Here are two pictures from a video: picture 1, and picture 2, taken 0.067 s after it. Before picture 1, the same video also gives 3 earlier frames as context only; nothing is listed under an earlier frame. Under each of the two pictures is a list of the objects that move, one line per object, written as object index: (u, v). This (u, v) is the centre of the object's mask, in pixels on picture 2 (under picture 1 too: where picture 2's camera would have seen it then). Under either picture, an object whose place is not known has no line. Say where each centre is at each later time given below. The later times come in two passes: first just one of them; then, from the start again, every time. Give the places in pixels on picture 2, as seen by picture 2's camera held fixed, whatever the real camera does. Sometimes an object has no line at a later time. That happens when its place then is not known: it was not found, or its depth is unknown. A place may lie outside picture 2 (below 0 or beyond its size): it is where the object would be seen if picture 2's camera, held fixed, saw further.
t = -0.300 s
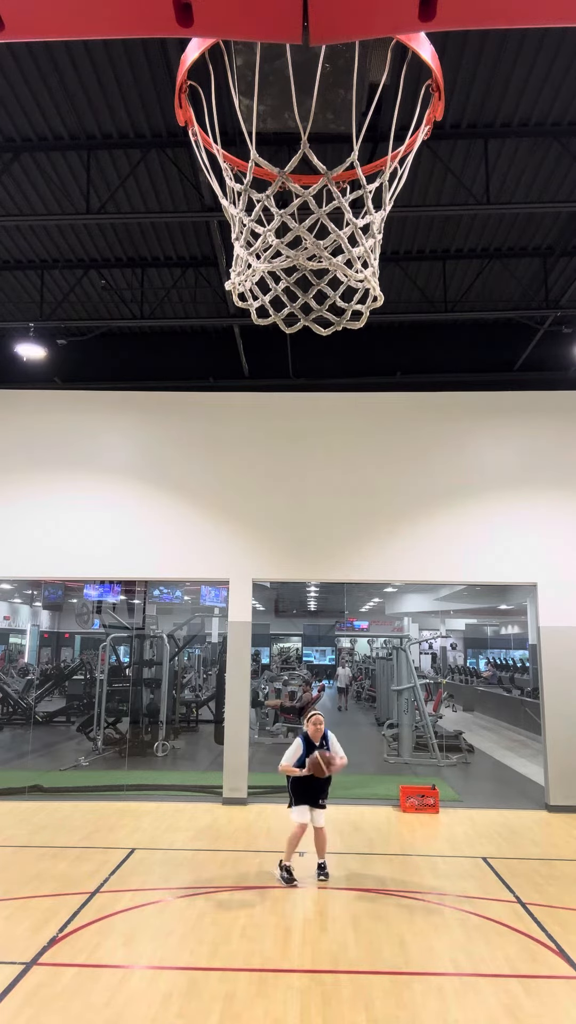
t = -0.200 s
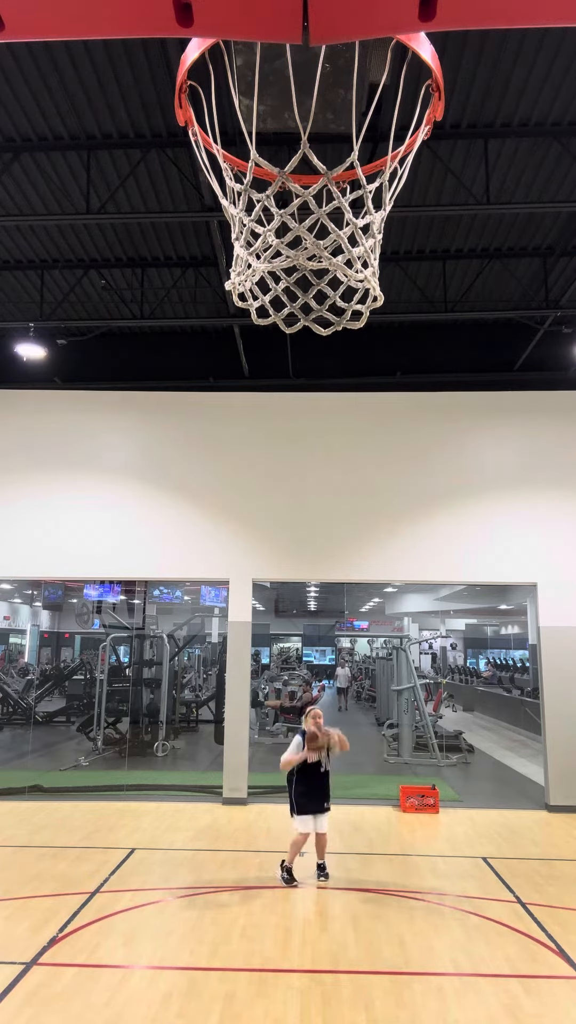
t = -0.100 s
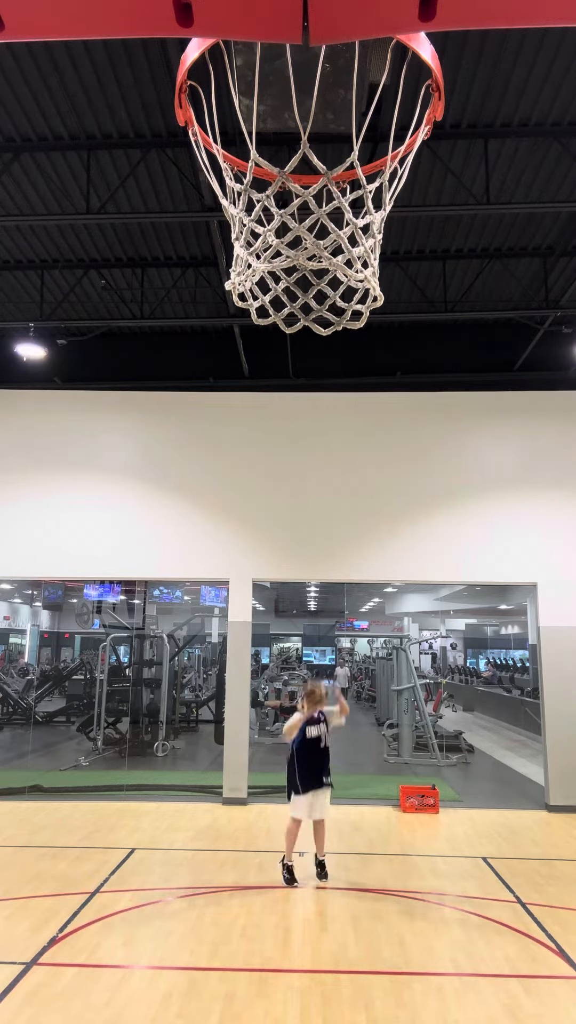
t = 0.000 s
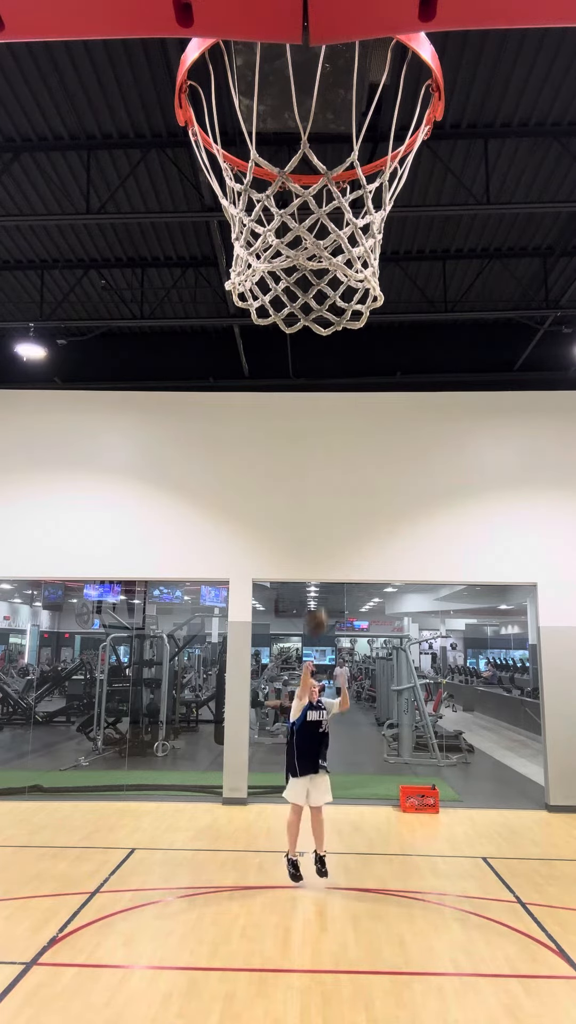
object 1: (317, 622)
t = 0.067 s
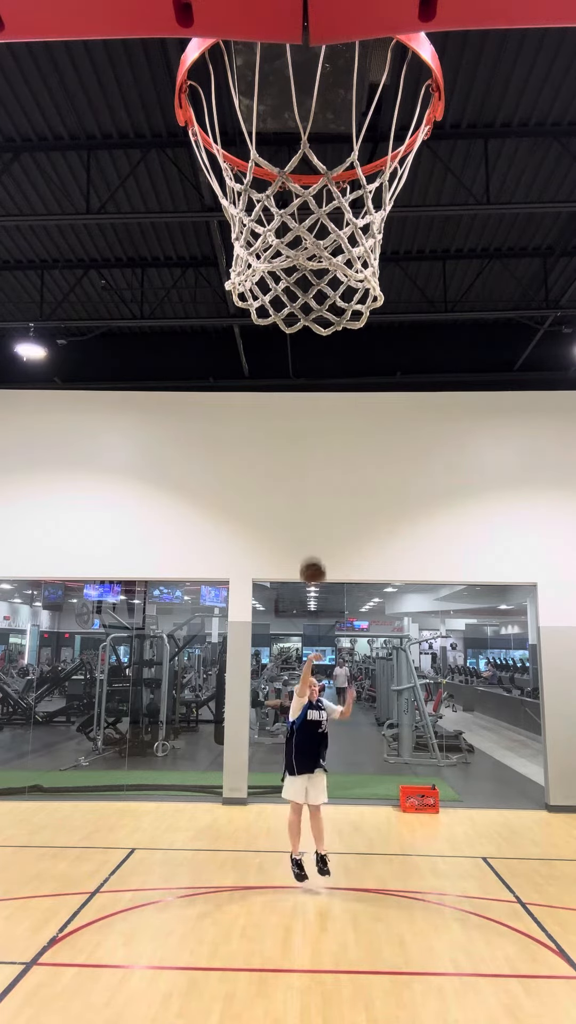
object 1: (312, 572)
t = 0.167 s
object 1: (309, 503)
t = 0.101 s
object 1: (312, 549)
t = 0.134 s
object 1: (310, 526)
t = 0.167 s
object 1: (309, 503)
